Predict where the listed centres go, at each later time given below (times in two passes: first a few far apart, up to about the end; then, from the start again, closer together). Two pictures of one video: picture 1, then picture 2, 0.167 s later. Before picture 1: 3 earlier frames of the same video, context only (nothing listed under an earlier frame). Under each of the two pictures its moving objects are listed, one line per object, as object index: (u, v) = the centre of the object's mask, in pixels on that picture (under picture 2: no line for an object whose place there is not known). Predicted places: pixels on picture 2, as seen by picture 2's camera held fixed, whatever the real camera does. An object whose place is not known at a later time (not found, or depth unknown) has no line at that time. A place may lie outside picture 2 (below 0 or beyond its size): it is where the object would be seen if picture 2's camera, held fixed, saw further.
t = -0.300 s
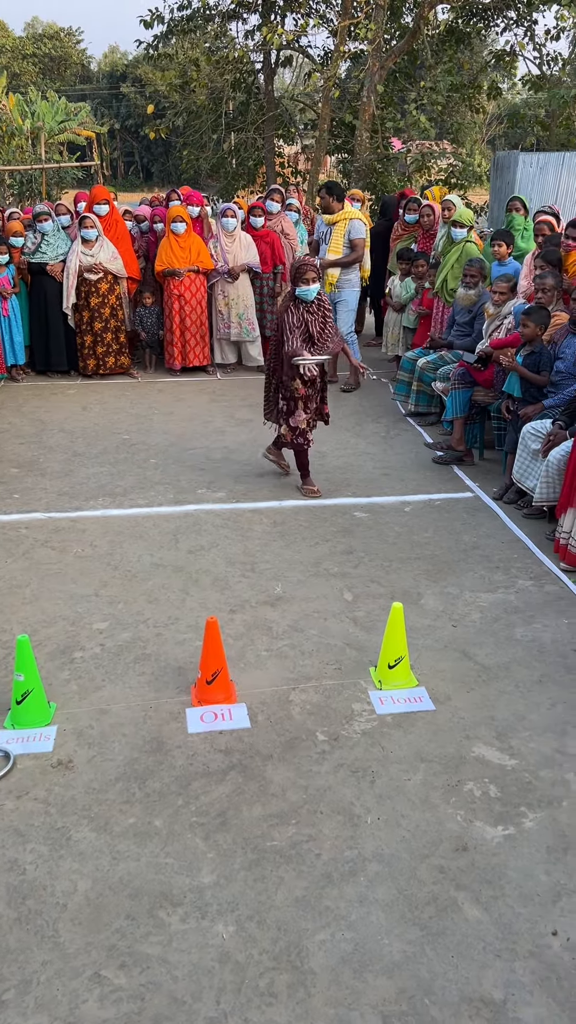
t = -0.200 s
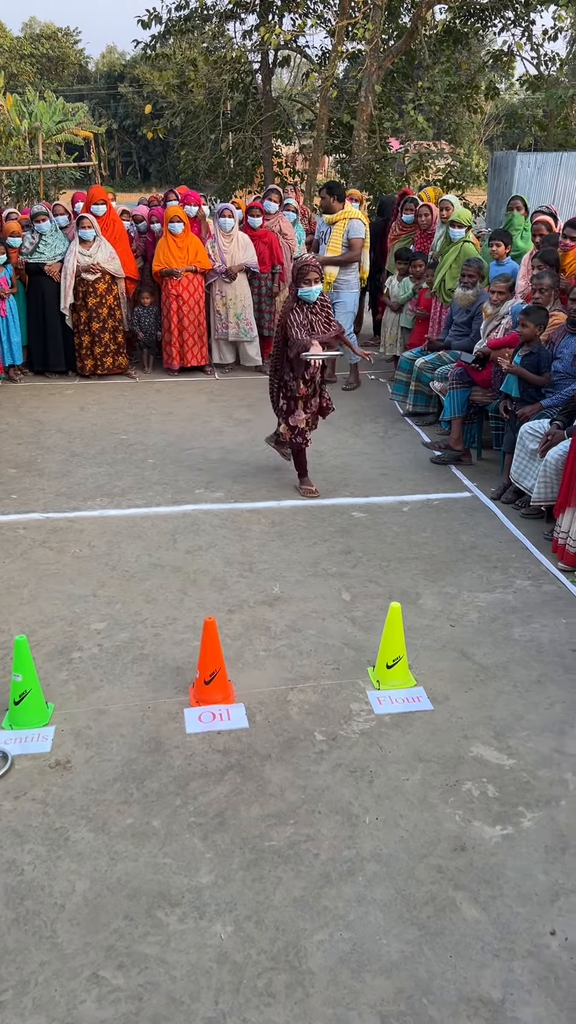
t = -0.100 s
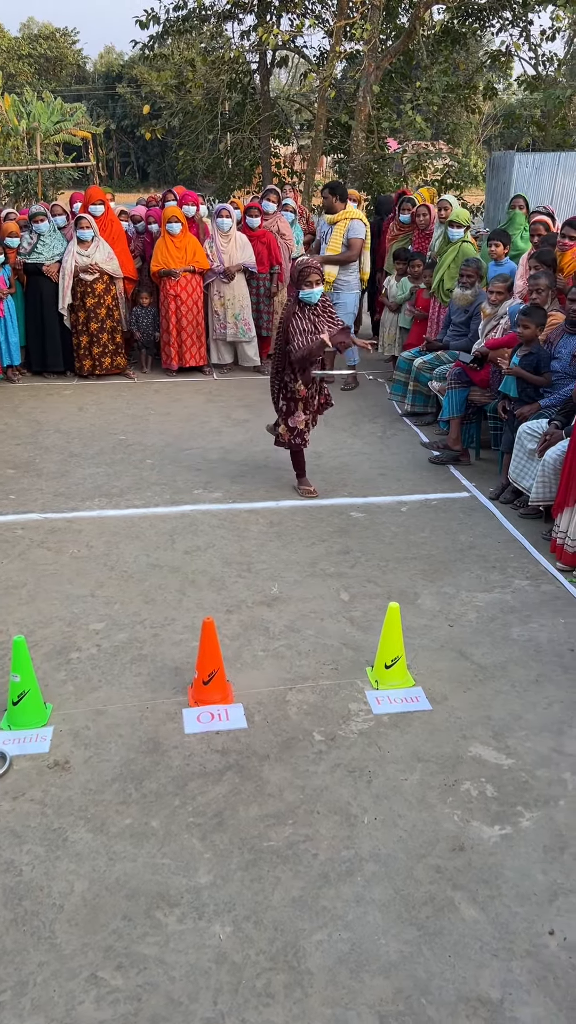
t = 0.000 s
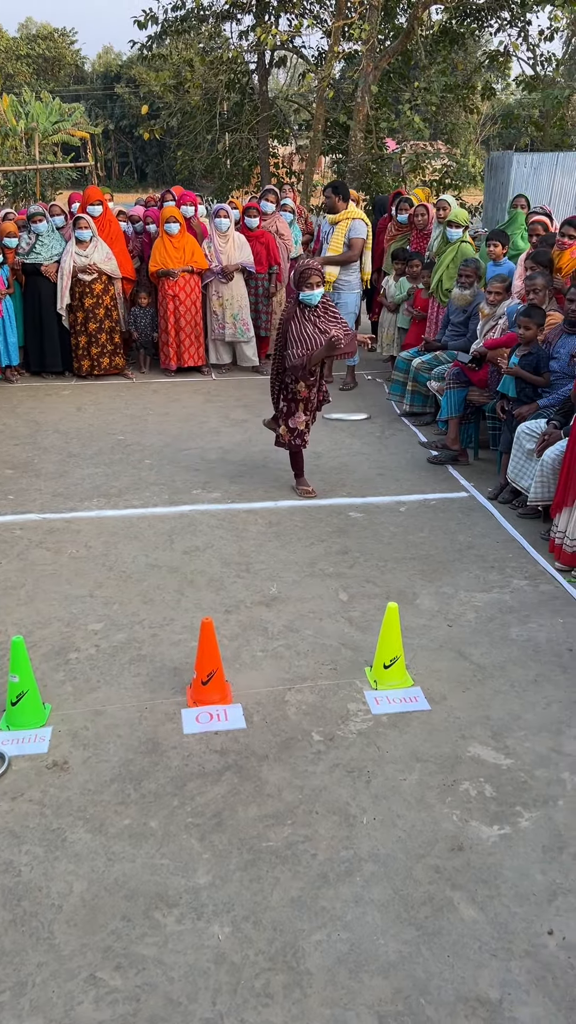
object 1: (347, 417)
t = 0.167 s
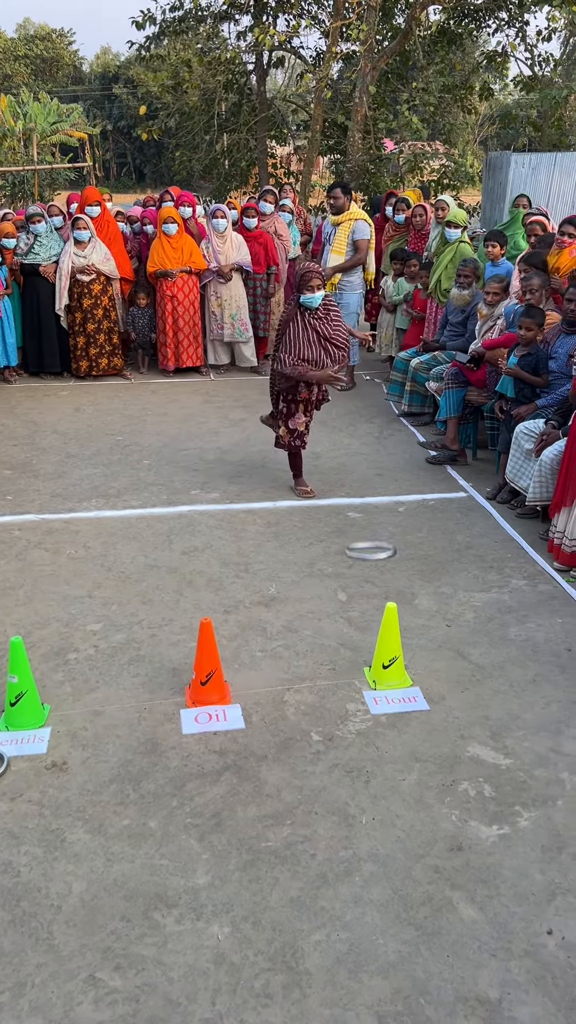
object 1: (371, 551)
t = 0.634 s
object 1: (369, 667)
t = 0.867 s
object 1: (380, 682)
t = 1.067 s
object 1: (387, 686)
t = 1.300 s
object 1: (387, 678)
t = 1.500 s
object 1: (388, 679)
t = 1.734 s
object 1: (389, 679)
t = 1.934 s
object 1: (389, 679)
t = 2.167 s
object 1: (388, 679)
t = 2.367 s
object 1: (389, 679)
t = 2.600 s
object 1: (386, 679)
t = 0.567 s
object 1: (385, 653)
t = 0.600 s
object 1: (383, 667)
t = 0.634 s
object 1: (369, 667)
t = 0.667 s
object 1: (374, 669)
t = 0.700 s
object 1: (385, 668)
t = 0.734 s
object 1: (396, 671)
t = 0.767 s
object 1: (395, 673)
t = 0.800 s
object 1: (388, 675)
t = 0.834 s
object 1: (375, 676)
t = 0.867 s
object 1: (380, 682)
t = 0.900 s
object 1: (375, 683)
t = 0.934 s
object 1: (386, 684)
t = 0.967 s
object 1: (390, 685)
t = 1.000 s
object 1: (391, 685)
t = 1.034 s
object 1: (387, 687)
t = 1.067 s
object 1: (387, 686)
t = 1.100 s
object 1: (387, 684)
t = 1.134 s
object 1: (384, 682)
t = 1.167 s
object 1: (385, 680)
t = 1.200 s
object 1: (383, 678)
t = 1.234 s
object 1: (385, 678)
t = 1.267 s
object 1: (386, 679)
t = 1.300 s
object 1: (387, 678)
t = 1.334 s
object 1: (387, 679)
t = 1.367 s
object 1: (388, 679)
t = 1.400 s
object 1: (387, 680)
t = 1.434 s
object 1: (387, 679)
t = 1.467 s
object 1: (386, 679)
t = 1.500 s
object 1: (388, 679)
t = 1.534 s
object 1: (387, 679)
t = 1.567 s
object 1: (387, 679)
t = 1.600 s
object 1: (389, 680)
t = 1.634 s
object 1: (389, 680)
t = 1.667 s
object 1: (388, 679)
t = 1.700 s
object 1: (388, 679)
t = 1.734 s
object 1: (389, 679)
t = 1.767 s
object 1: (389, 679)
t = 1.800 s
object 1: (388, 679)
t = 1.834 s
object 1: (389, 679)
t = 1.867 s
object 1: (387, 679)
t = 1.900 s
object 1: (386, 679)
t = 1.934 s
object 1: (389, 679)
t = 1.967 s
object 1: (388, 679)
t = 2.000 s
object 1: (387, 679)
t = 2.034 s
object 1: (389, 680)
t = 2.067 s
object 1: (388, 680)
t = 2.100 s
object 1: (387, 679)
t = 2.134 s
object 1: (387, 679)
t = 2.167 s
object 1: (388, 679)
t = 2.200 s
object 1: (389, 679)
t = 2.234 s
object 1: (388, 679)
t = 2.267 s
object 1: (386, 679)
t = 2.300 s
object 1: (389, 679)
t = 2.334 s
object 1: (388, 679)
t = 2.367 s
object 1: (389, 679)
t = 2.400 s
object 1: (386, 679)
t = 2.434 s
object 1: (389, 679)
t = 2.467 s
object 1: (388, 679)
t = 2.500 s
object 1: (389, 680)
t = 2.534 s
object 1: (389, 680)
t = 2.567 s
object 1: (389, 679)
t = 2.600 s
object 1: (386, 679)
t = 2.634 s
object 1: (387, 680)
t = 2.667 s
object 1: (388, 680)
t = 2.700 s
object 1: (388, 680)
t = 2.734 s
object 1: (388, 680)
